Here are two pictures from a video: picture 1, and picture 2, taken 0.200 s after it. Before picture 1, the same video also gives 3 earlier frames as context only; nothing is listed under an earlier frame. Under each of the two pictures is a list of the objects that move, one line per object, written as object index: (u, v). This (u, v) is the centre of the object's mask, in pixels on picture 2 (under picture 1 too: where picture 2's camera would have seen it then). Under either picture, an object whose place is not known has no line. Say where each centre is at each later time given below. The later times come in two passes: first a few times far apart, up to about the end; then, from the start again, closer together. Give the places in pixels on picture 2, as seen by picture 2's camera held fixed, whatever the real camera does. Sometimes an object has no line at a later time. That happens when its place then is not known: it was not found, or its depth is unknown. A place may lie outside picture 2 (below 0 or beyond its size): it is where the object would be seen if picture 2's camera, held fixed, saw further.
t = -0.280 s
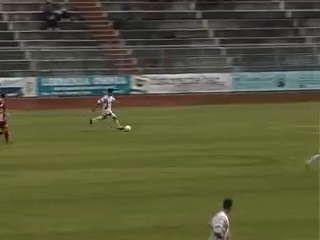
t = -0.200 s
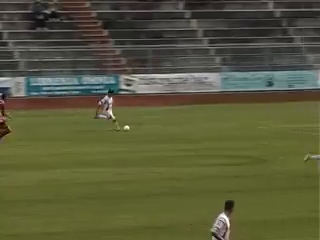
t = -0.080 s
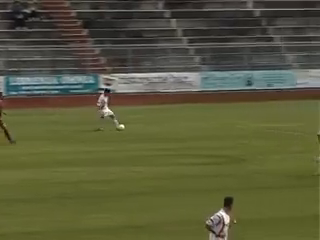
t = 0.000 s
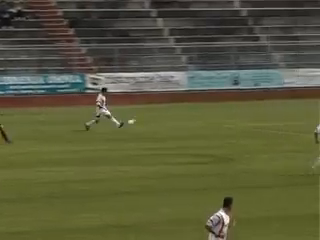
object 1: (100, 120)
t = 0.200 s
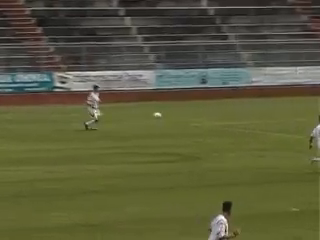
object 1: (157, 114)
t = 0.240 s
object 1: (168, 115)
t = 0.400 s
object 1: (211, 120)
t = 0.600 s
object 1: (264, 138)
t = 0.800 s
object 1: (310, 154)
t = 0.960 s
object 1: (344, 153)
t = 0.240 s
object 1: (168, 115)
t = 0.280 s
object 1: (179, 115)
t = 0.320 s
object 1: (189, 117)
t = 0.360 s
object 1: (200, 118)
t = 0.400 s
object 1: (211, 120)
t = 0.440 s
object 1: (222, 123)
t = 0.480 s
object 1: (232, 126)
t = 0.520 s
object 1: (242, 129)
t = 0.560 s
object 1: (254, 134)
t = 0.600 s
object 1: (264, 138)
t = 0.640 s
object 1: (274, 143)
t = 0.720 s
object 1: (294, 155)
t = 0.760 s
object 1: (303, 155)
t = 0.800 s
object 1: (310, 154)
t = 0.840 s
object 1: (319, 152)
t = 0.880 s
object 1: (327, 152)
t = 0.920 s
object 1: (336, 152)
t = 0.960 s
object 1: (344, 153)
